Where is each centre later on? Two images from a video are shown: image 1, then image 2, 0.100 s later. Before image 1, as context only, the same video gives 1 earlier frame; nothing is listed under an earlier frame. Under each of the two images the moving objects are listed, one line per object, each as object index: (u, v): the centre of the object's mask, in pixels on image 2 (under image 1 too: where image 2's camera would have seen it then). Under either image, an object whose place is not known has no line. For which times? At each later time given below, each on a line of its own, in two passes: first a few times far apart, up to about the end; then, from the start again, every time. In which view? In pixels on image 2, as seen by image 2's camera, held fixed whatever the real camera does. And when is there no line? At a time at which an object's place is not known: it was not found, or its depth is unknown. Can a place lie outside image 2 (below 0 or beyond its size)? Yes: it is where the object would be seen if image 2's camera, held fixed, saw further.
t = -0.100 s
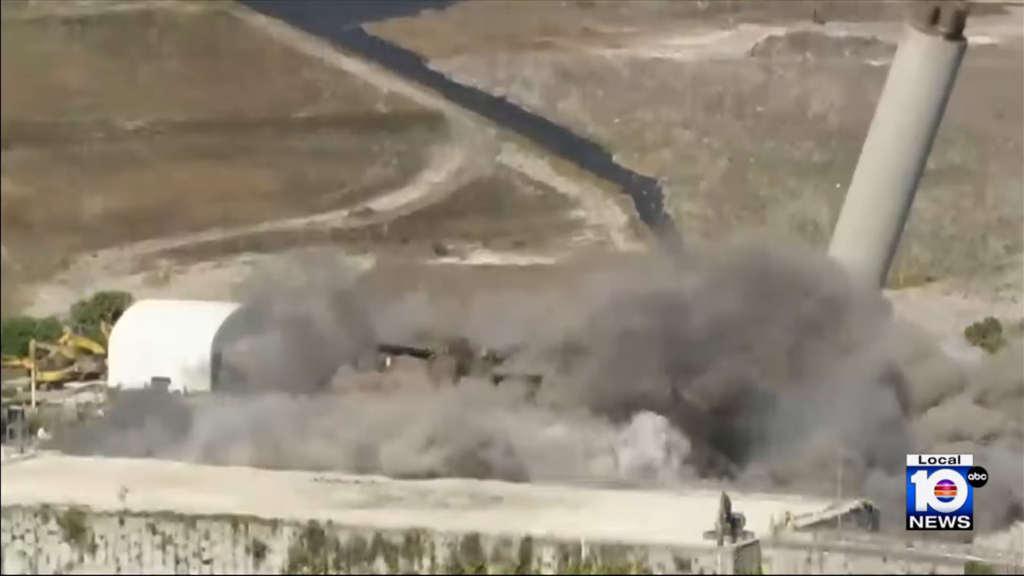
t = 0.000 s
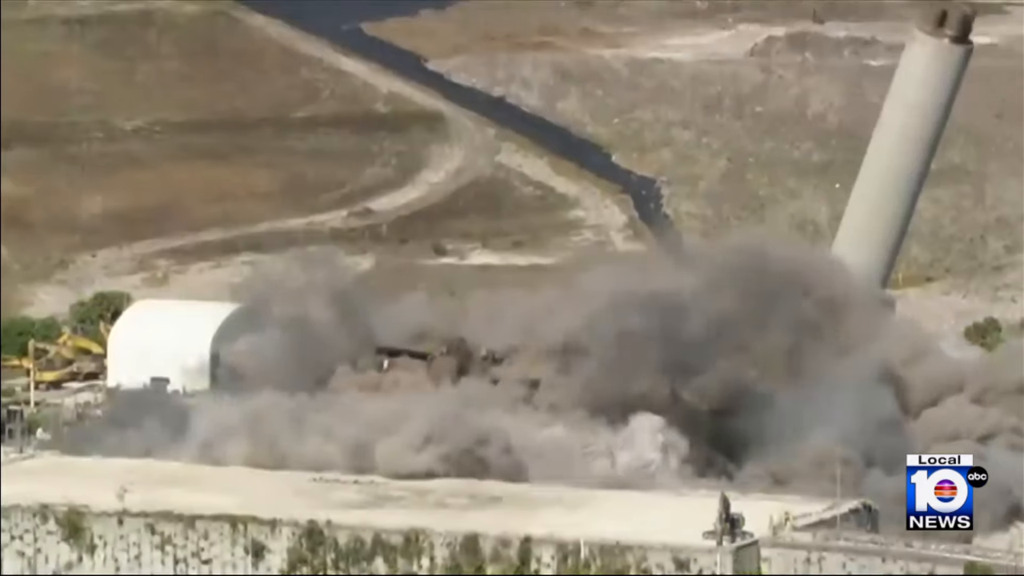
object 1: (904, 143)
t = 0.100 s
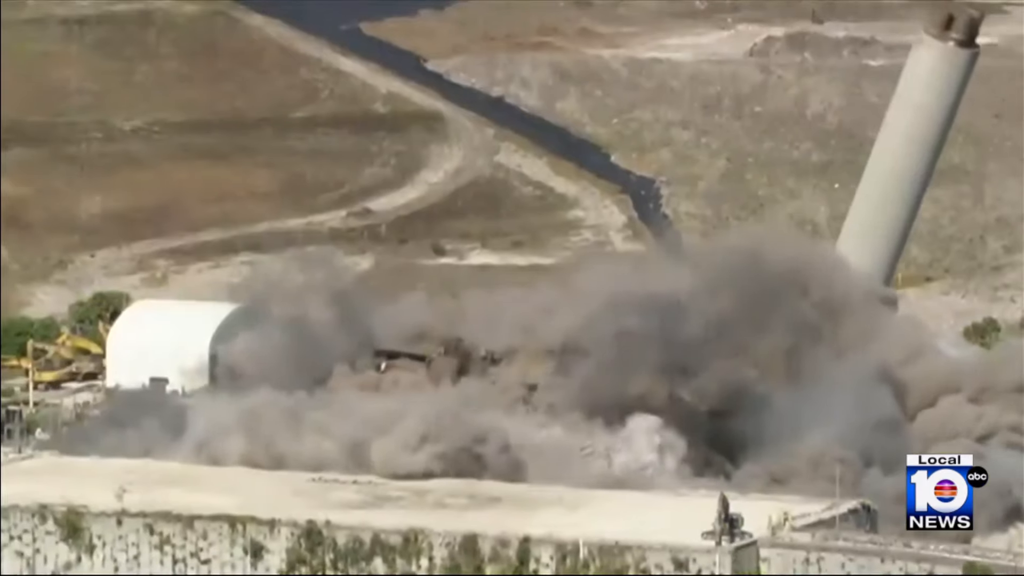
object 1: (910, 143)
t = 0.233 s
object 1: (919, 142)
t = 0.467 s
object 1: (935, 146)
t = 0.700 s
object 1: (953, 153)
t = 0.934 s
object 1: (966, 168)
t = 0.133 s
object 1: (912, 143)
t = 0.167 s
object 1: (914, 143)
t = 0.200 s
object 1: (917, 143)
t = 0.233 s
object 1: (919, 142)
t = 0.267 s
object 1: (922, 142)
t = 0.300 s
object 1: (924, 143)
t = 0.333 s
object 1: (926, 144)
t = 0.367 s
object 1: (928, 144)
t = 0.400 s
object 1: (930, 145)
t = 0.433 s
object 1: (933, 146)
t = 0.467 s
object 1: (935, 146)
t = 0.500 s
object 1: (938, 147)
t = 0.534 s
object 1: (940, 148)
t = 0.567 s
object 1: (943, 148)
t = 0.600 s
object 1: (945, 149)
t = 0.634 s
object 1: (948, 150)
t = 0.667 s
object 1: (950, 151)
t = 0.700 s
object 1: (953, 153)
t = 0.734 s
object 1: (955, 154)
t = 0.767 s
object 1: (957, 156)
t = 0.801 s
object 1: (959, 158)
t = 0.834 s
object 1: (961, 161)
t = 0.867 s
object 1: (963, 163)
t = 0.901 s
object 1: (965, 166)
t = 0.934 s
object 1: (966, 168)
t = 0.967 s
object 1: (968, 172)
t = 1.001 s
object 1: (969, 175)
